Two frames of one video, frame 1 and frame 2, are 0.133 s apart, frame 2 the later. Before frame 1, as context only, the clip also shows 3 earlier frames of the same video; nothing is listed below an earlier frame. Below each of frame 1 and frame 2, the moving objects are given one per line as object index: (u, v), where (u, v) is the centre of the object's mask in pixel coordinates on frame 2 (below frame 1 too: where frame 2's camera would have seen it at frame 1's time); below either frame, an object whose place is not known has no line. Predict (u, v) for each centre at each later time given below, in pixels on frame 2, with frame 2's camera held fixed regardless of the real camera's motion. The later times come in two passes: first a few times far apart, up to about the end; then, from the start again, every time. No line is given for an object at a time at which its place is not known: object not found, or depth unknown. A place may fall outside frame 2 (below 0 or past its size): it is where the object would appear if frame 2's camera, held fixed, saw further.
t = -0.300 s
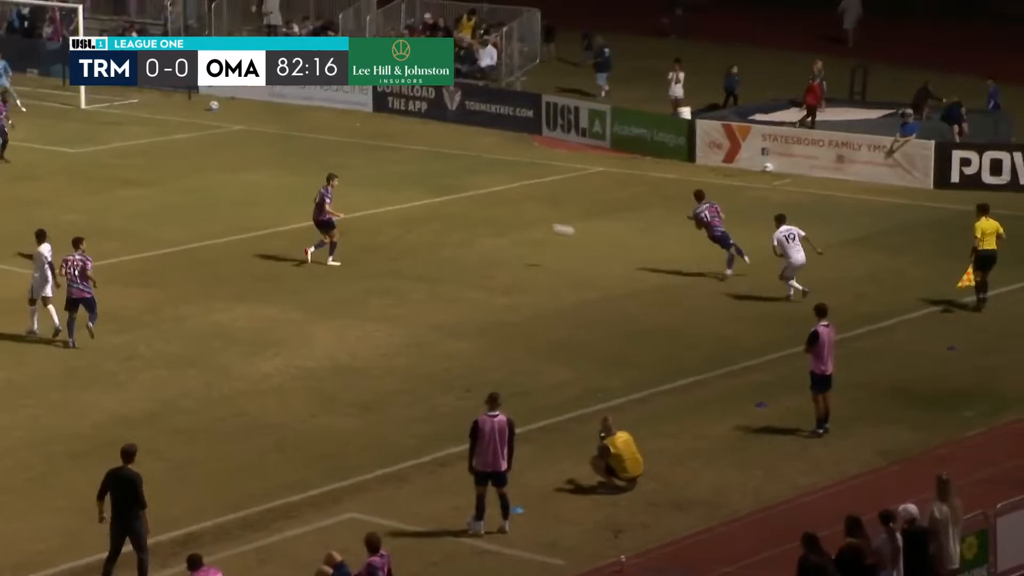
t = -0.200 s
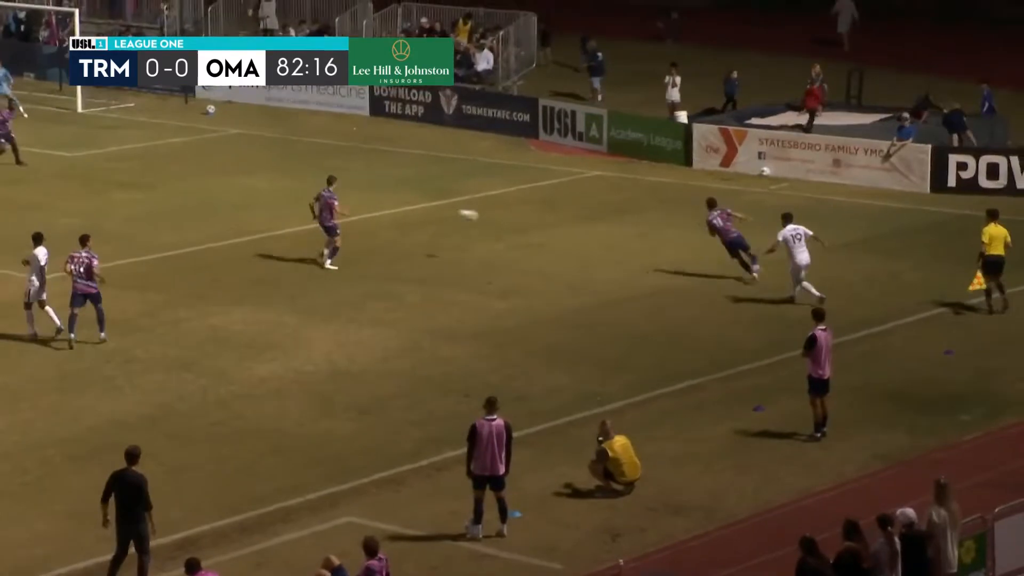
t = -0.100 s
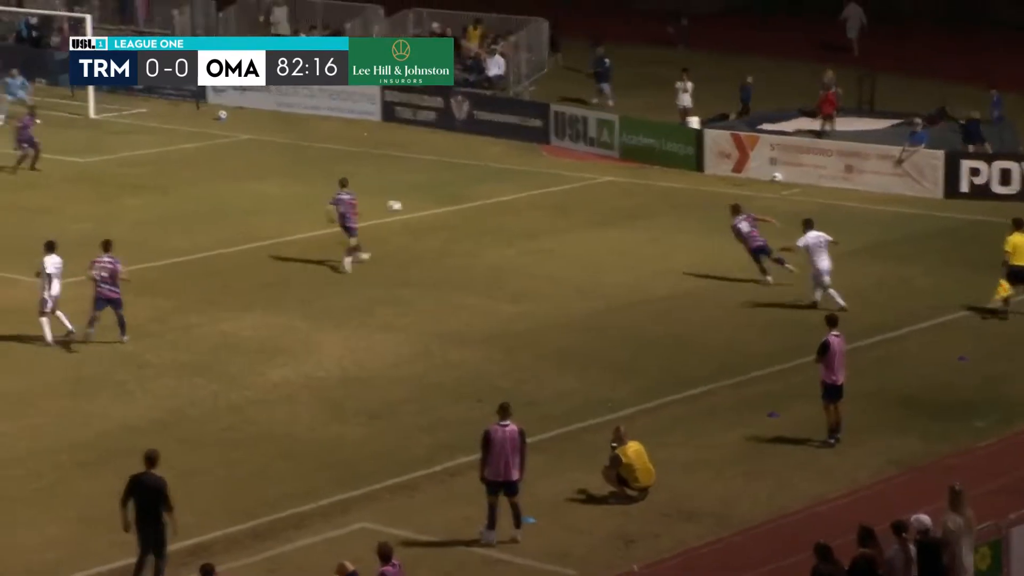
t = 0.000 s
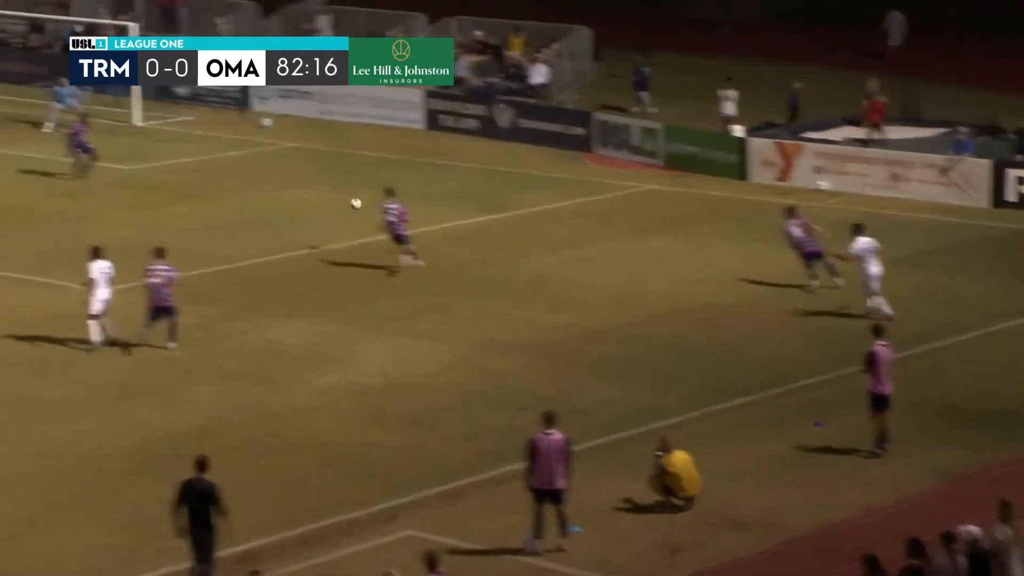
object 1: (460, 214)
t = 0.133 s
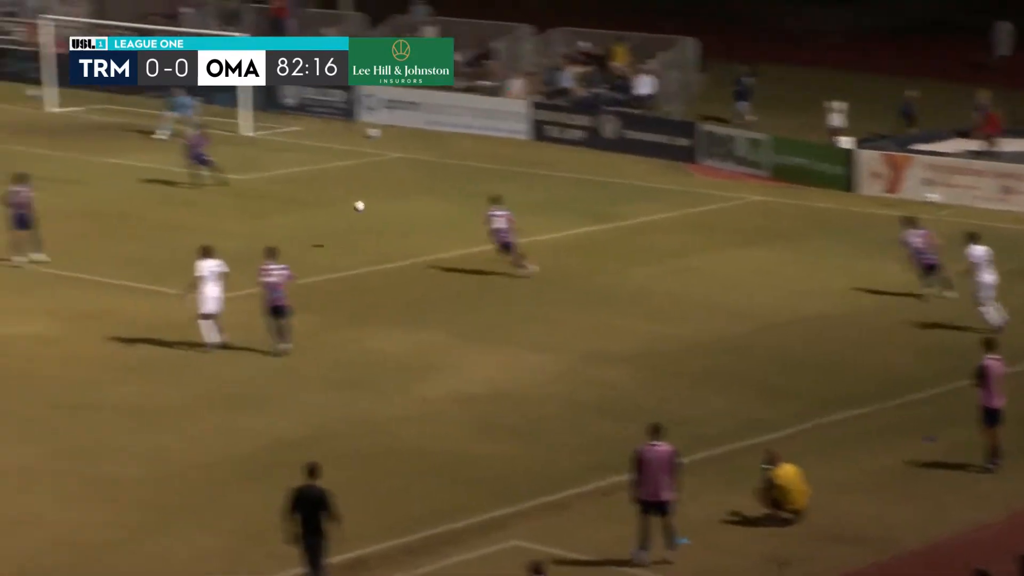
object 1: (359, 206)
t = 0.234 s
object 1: (287, 204)
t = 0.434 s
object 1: (149, 210)
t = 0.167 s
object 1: (335, 205)
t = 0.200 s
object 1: (311, 204)
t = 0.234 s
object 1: (287, 204)
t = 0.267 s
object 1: (263, 204)
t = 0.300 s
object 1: (240, 205)
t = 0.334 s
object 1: (217, 205)
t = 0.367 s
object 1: (194, 207)
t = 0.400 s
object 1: (172, 208)
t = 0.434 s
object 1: (149, 210)
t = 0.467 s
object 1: (127, 213)
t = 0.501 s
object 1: (106, 215)
